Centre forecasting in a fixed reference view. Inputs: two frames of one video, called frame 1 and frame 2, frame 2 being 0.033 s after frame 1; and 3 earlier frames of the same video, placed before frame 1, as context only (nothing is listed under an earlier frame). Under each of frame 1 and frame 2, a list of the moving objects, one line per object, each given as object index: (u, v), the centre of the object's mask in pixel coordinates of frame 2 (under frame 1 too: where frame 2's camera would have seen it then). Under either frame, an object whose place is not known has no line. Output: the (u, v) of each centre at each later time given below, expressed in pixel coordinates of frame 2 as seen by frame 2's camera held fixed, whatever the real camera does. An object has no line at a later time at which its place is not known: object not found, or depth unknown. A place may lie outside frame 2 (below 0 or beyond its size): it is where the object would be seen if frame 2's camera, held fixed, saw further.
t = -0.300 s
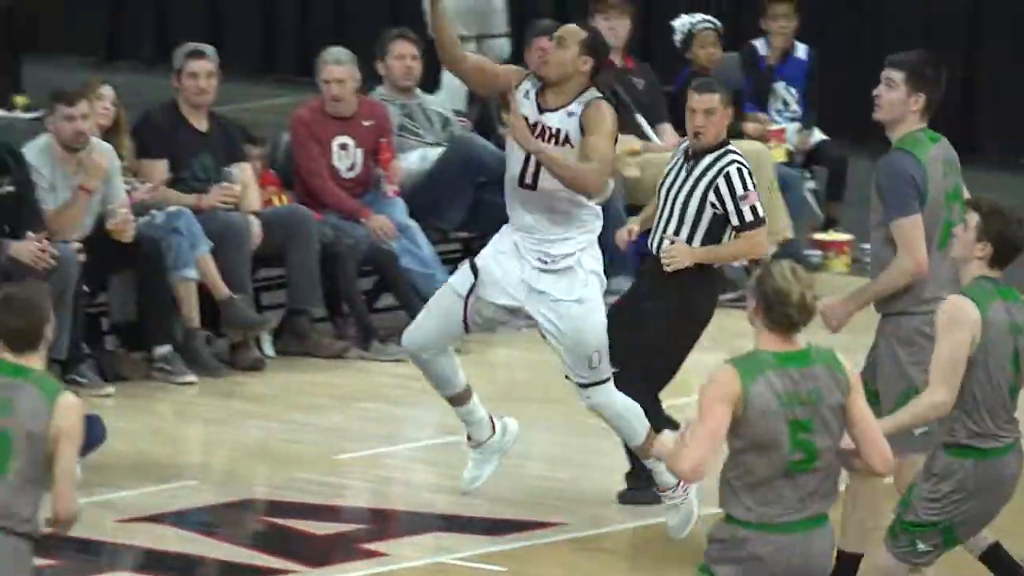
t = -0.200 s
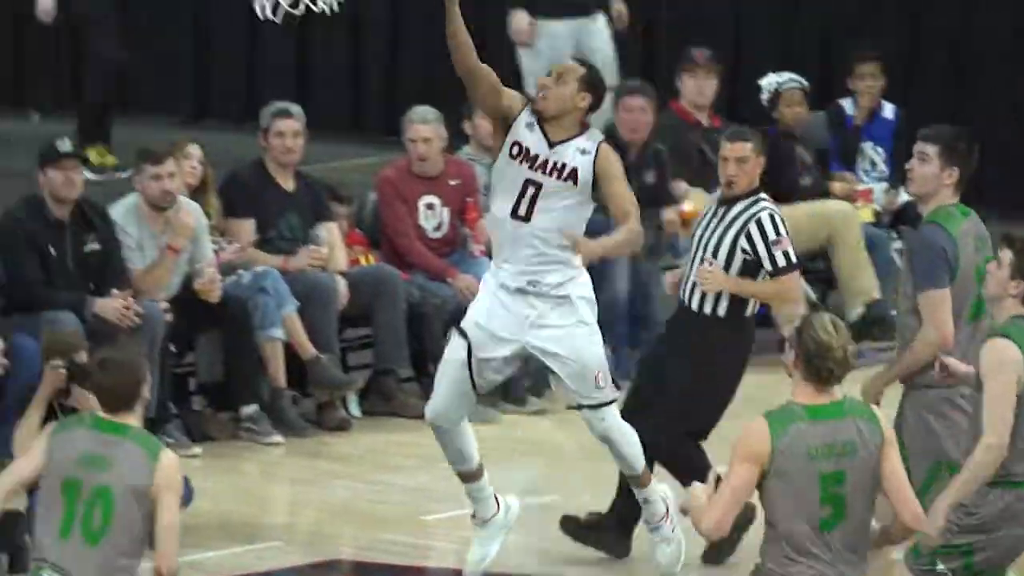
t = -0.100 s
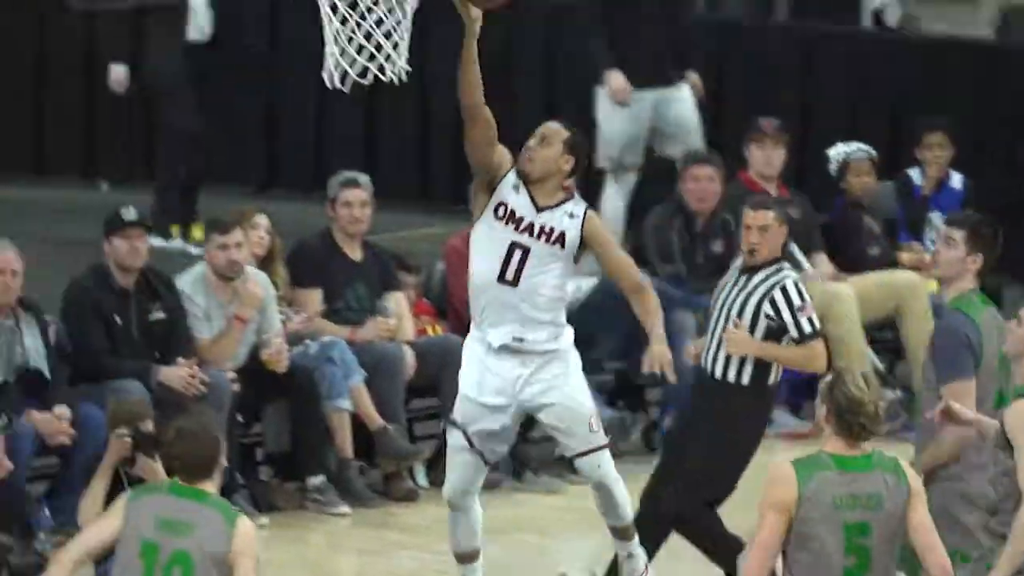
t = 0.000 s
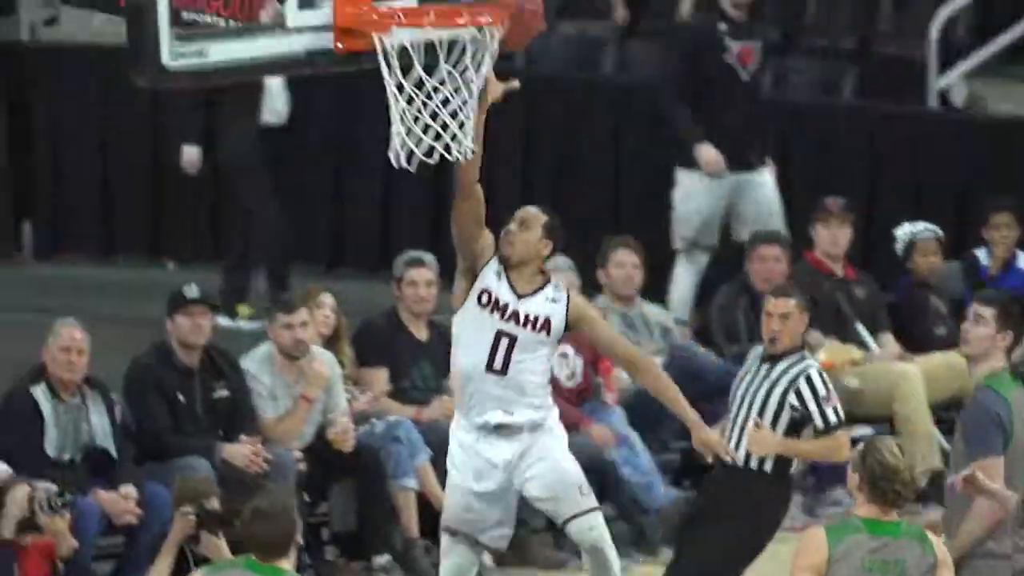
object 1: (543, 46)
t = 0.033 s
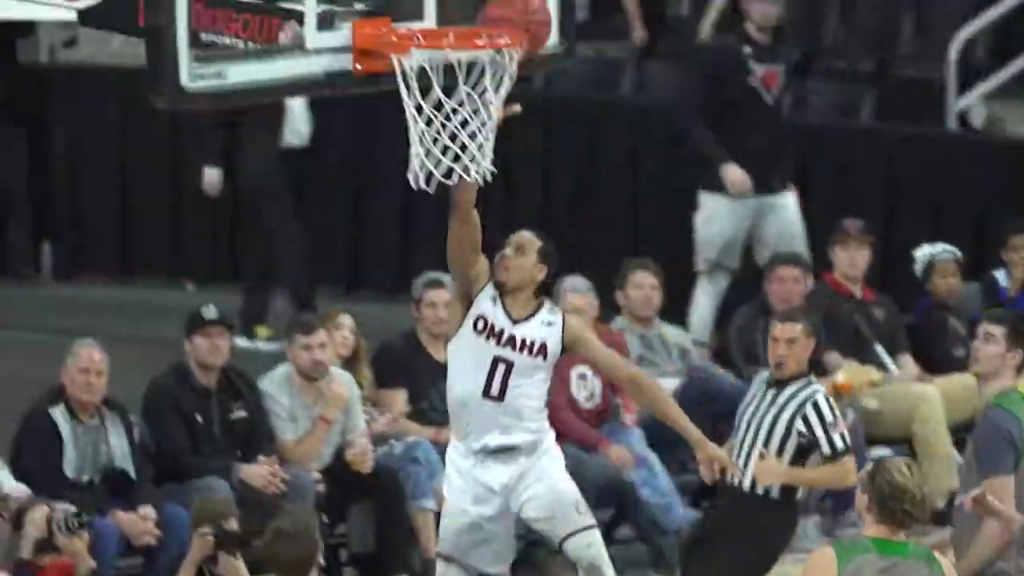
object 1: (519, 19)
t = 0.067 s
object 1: (501, 4)
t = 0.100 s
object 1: (490, -1)
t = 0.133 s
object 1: (474, -7)
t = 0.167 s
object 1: (471, -10)
